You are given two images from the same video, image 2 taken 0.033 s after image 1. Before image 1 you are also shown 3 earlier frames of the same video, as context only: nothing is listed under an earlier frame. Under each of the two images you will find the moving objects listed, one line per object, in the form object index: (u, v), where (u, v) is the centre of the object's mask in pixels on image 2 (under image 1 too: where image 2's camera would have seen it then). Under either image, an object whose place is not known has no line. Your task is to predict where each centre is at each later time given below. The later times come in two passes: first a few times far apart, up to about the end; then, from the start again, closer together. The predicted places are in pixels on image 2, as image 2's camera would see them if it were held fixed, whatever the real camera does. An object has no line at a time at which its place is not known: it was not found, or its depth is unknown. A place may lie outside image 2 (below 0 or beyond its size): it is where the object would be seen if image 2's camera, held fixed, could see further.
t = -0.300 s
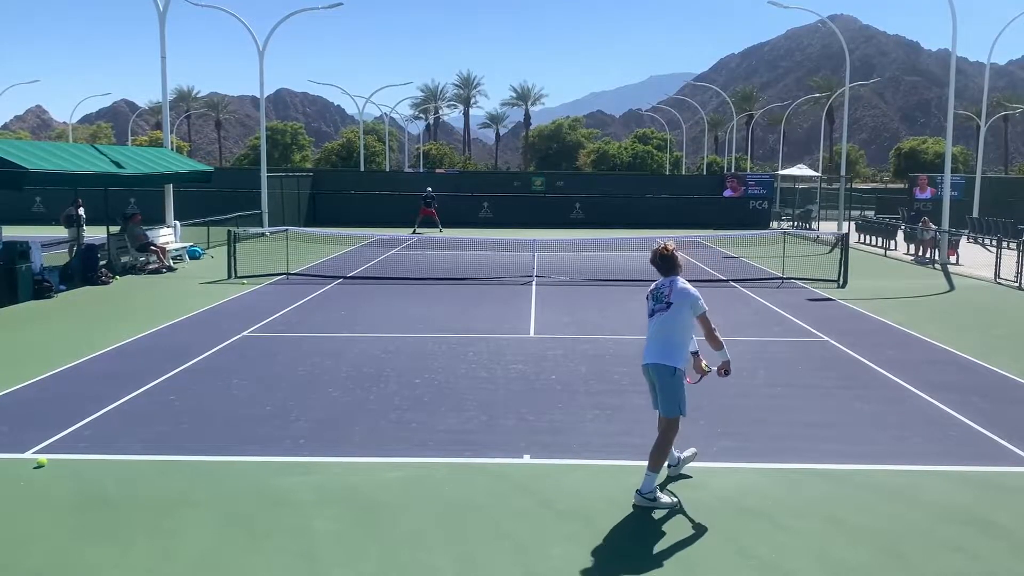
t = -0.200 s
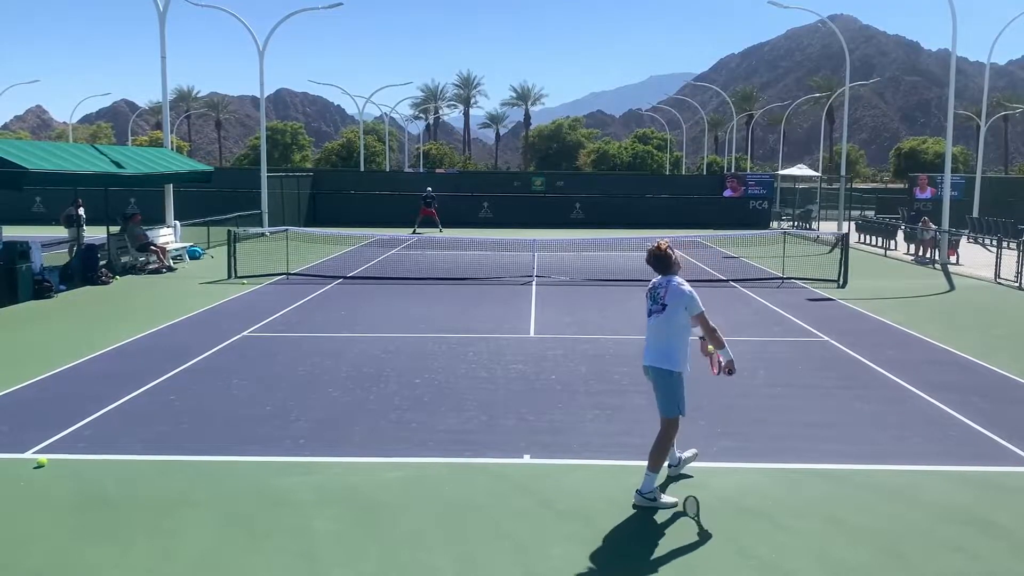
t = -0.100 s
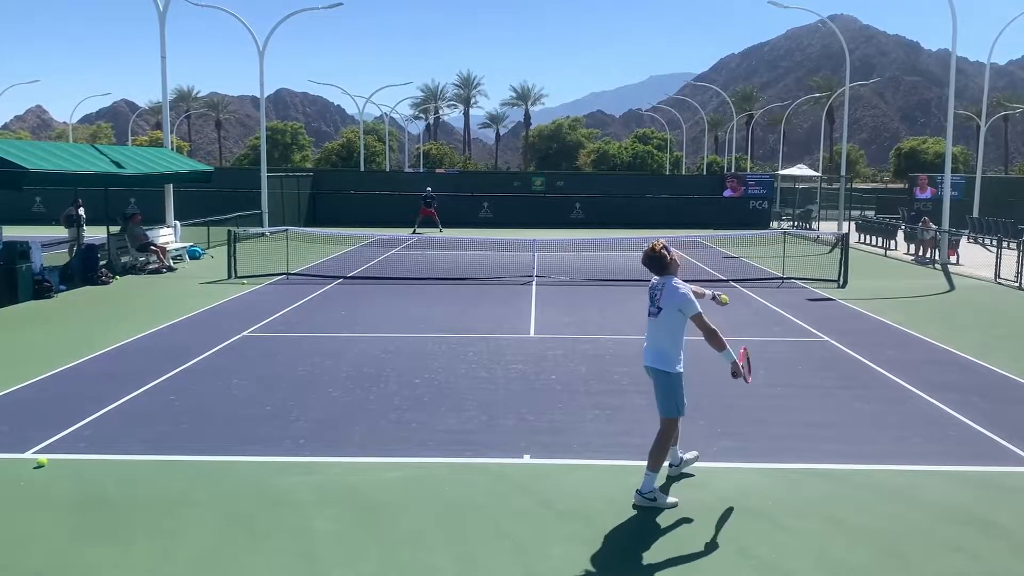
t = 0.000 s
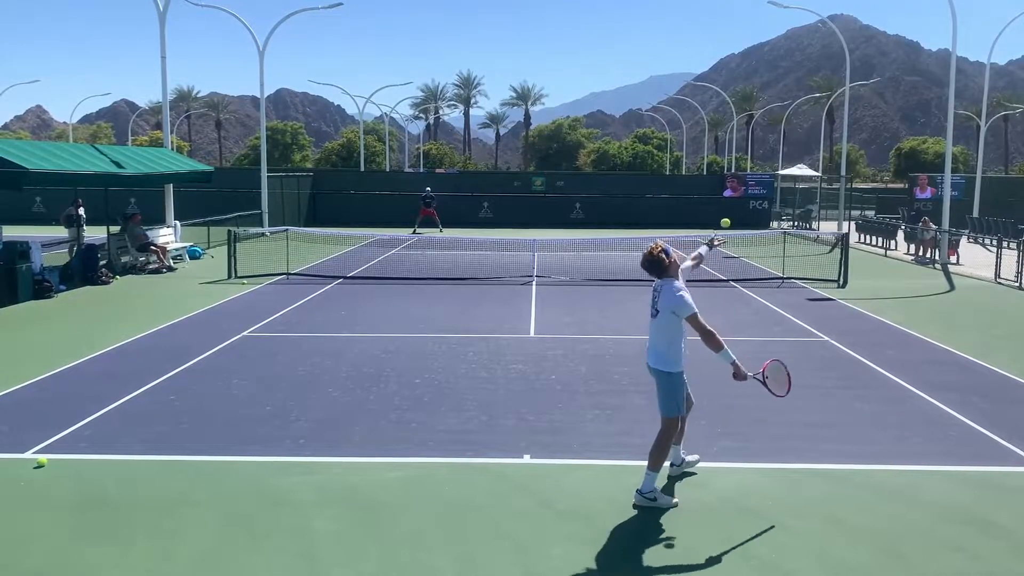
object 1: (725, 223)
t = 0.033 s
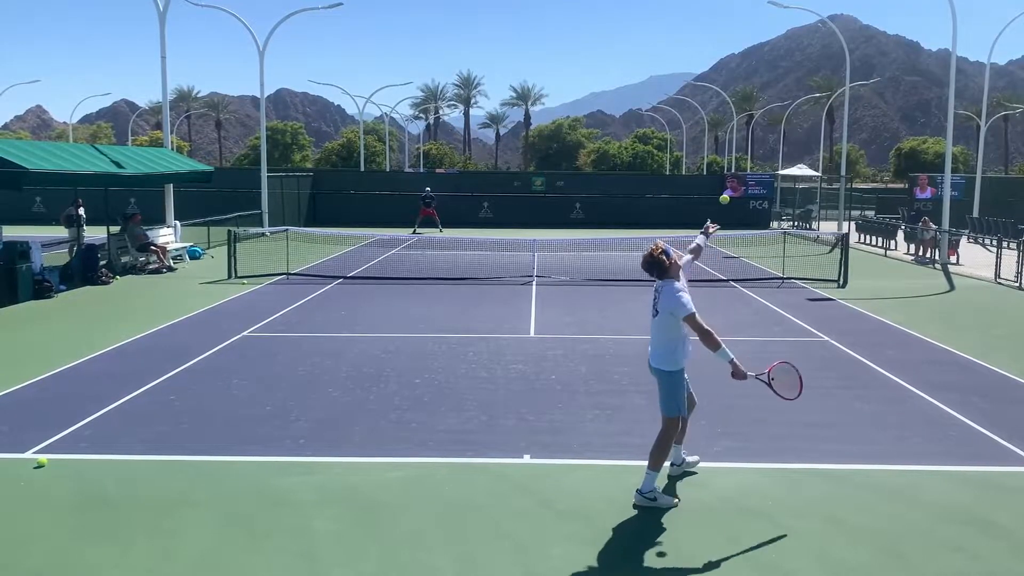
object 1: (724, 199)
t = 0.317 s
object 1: (714, 58)
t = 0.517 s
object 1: (705, 23)
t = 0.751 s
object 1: (690, 47)
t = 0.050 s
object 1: (723, 188)
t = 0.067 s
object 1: (723, 177)
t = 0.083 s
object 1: (723, 166)
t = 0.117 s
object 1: (721, 146)
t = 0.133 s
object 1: (721, 137)
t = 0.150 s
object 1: (721, 128)
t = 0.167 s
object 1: (720, 119)
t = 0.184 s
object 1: (720, 111)
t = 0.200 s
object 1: (719, 102)
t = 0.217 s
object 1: (719, 95)
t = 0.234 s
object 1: (719, 87)
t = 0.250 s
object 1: (718, 81)
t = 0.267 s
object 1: (717, 74)
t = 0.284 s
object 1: (717, 68)
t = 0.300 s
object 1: (716, 63)
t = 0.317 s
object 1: (714, 58)
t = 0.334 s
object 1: (714, 53)
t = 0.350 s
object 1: (712, 48)
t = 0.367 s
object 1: (712, 44)
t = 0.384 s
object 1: (711, 40)
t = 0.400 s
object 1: (711, 37)
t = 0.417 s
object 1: (710, 34)
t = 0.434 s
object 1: (709, 31)
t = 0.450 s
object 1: (708, 29)
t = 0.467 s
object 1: (707, 27)
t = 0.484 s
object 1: (706, 25)
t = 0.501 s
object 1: (705, 24)
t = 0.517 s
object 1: (705, 23)
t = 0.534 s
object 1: (704, 23)
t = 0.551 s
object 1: (703, 22)
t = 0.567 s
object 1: (702, 23)
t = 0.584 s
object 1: (701, 23)
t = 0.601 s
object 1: (700, 24)
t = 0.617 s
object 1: (698, 25)
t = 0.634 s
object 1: (698, 27)
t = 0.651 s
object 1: (696, 29)
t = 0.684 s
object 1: (694, 33)
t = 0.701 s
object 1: (693, 36)
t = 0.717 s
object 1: (692, 40)
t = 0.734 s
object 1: (691, 43)
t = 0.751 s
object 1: (690, 47)
